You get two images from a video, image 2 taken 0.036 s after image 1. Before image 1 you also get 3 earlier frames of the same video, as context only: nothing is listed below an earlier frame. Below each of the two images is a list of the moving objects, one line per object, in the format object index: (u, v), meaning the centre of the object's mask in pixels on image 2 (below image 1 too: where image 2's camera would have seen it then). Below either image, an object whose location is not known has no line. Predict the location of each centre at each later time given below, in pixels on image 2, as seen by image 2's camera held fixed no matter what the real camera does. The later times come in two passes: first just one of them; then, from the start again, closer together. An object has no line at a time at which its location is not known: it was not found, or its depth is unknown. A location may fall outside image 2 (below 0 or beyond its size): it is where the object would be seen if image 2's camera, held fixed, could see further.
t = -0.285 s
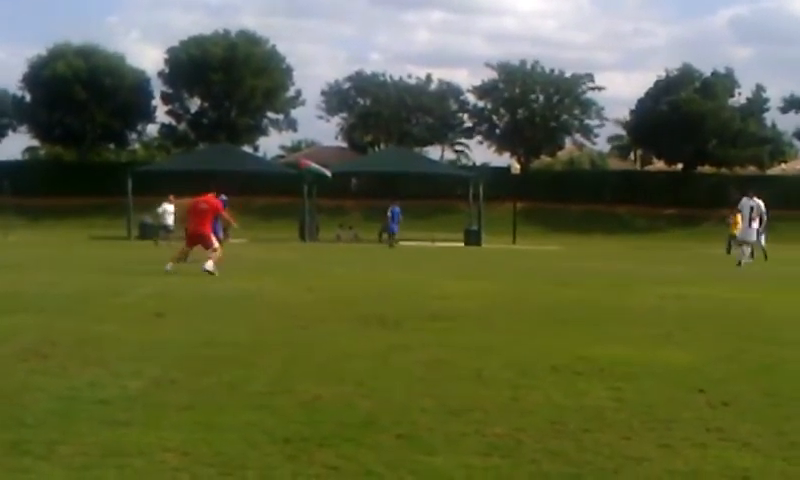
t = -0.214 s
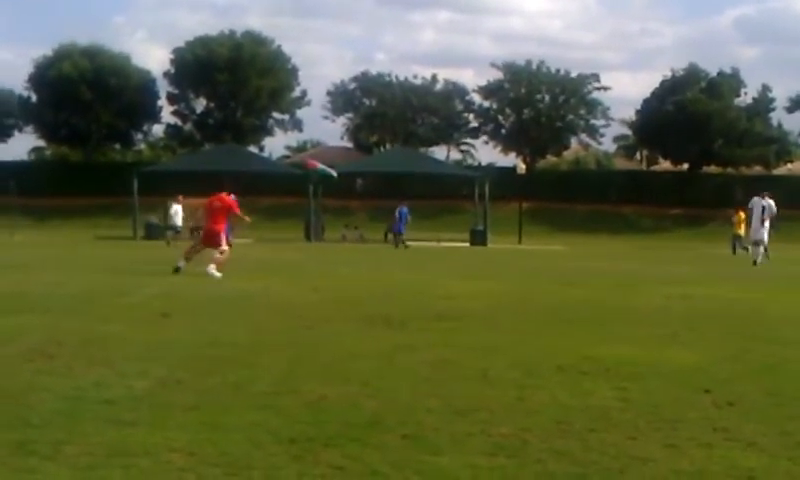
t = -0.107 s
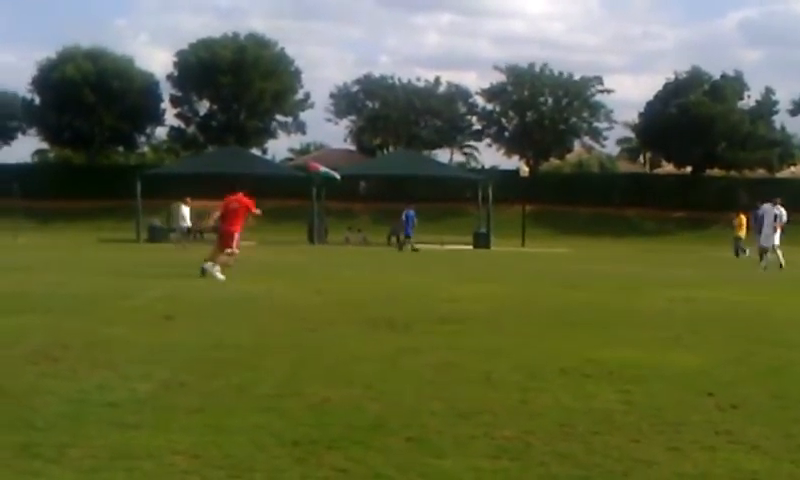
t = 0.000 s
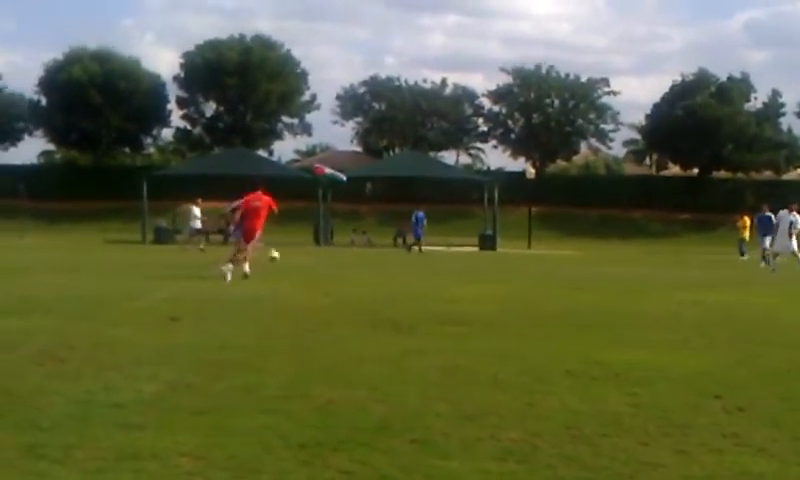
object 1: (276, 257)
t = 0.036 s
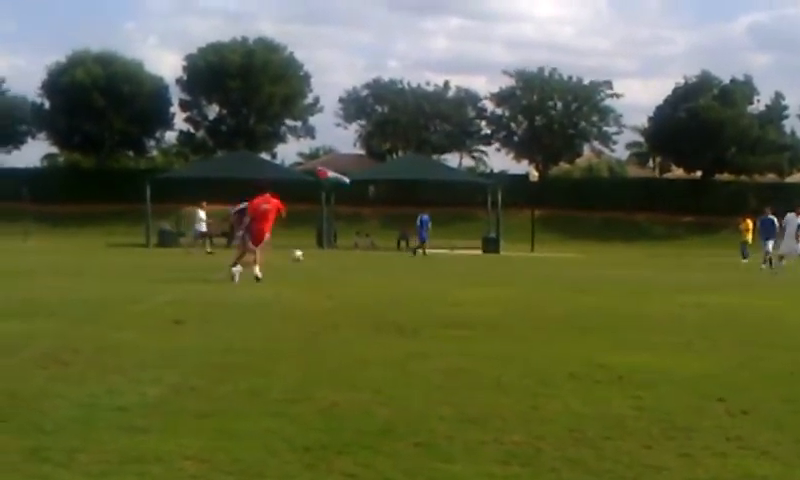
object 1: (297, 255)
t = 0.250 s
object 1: (443, 240)
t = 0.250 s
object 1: (443, 240)
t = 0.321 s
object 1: (485, 248)
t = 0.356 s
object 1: (509, 251)
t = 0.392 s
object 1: (531, 257)
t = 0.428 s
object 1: (555, 263)
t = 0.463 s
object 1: (579, 268)
